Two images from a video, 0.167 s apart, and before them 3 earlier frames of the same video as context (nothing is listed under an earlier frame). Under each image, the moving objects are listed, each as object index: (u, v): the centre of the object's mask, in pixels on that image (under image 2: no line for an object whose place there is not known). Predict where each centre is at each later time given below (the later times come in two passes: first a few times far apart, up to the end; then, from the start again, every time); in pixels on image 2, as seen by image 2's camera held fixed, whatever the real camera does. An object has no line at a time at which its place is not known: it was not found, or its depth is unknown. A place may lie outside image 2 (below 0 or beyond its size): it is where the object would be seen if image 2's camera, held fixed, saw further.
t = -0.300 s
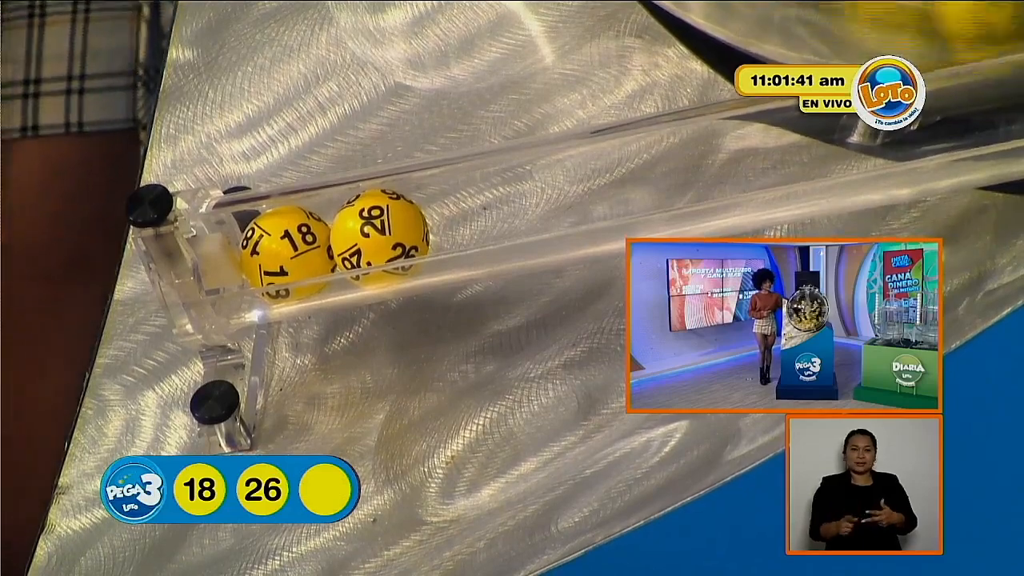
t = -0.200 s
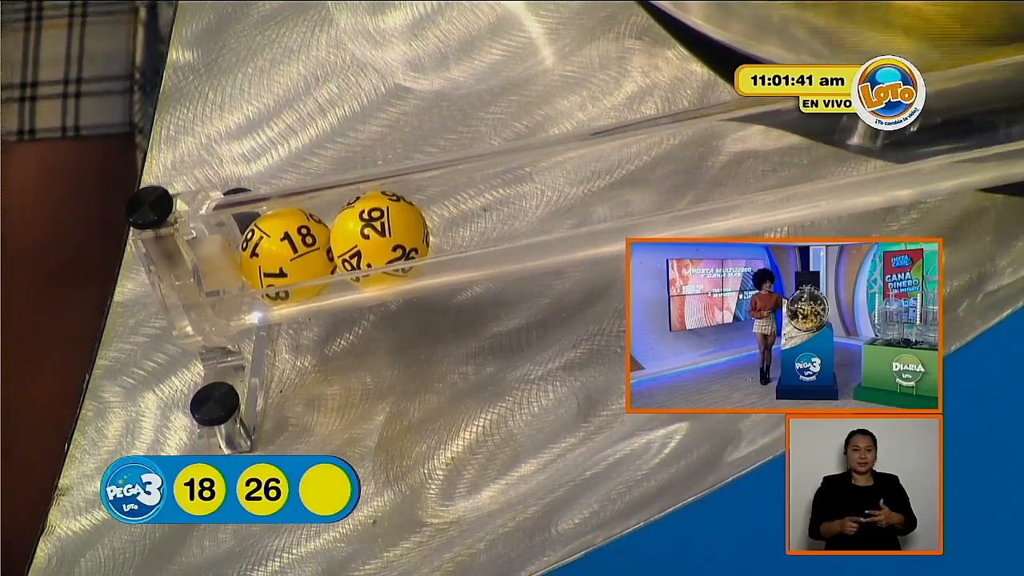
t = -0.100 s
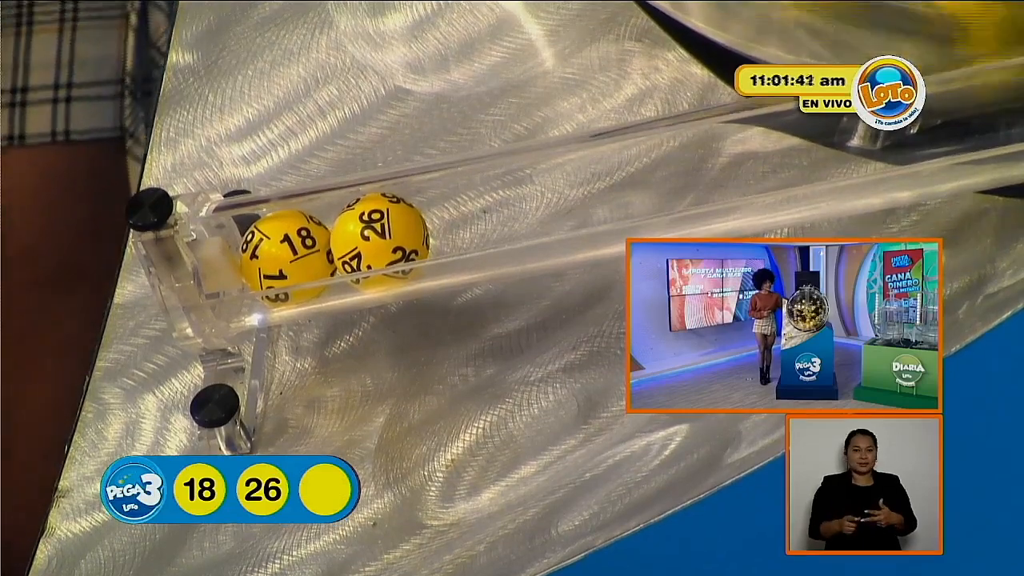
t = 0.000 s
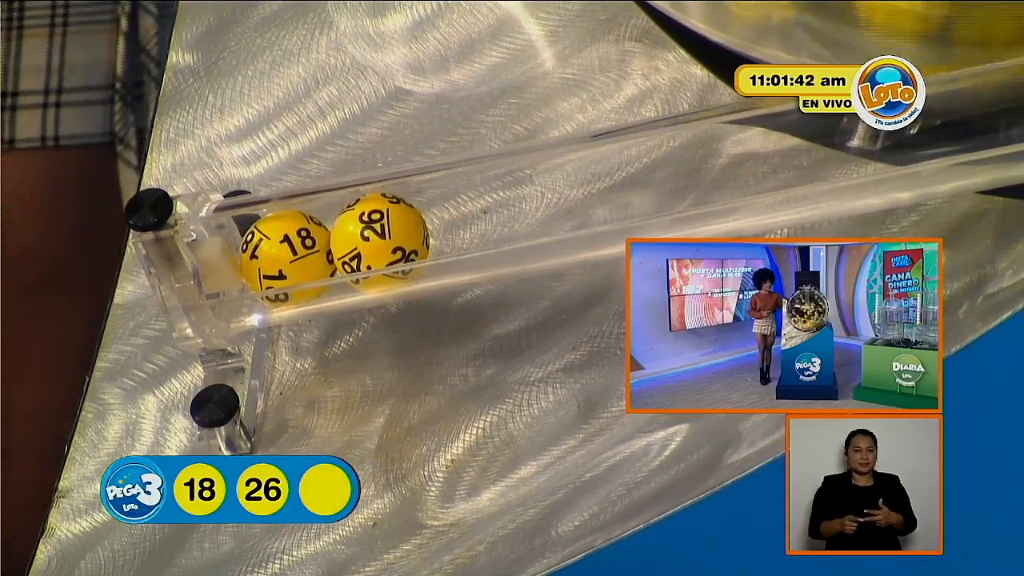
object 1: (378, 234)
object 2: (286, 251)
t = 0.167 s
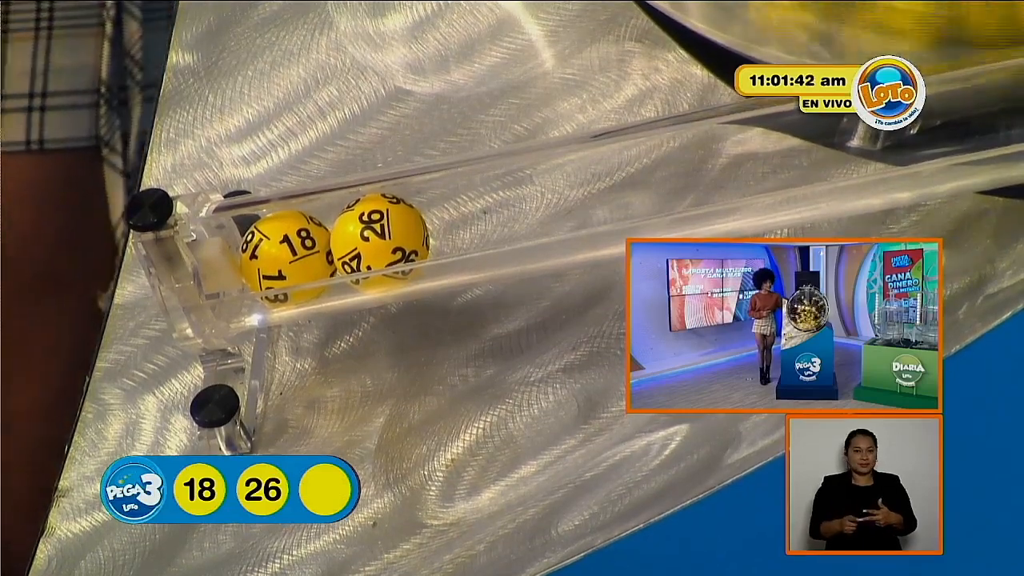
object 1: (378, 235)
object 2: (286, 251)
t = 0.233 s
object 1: (378, 235)
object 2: (286, 251)
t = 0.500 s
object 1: (395, 230)
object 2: (298, 246)
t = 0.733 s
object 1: (384, 233)
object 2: (287, 252)
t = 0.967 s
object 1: (377, 235)
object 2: (286, 251)
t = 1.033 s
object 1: (377, 234)
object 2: (286, 251)
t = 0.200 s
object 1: (378, 234)
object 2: (286, 251)
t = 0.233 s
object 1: (378, 235)
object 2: (286, 251)
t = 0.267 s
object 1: (378, 235)
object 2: (286, 251)
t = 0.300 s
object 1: (378, 234)
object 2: (286, 251)
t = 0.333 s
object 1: (378, 235)
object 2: (286, 251)
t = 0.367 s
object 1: (378, 235)
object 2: (286, 251)
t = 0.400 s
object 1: (378, 235)
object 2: (286, 251)
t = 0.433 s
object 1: (378, 235)
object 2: (286, 251)
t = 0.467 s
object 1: (382, 233)
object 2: (290, 248)
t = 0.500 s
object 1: (395, 230)
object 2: (298, 246)
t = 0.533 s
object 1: (403, 229)
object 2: (295, 248)
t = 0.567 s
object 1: (409, 228)
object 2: (290, 250)
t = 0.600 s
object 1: (410, 229)
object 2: (287, 251)
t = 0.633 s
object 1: (410, 228)
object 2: (287, 252)
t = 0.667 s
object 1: (406, 229)
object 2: (288, 252)
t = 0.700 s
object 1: (399, 231)
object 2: (288, 257)
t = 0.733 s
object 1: (384, 233)
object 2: (287, 252)
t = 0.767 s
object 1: (379, 234)
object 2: (287, 251)
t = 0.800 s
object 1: (378, 235)
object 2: (286, 251)
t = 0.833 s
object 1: (377, 234)
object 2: (286, 251)
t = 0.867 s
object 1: (377, 234)
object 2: (286, 251)
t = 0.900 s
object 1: (377, 235)
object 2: (286, 251)
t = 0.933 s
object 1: (377, 235)
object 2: (286, 251)
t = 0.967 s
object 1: (377, 235)
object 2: (286, 251)
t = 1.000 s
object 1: (377, 234)
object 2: (286, 251)
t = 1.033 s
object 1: (377, 234)
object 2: (286, 251)
